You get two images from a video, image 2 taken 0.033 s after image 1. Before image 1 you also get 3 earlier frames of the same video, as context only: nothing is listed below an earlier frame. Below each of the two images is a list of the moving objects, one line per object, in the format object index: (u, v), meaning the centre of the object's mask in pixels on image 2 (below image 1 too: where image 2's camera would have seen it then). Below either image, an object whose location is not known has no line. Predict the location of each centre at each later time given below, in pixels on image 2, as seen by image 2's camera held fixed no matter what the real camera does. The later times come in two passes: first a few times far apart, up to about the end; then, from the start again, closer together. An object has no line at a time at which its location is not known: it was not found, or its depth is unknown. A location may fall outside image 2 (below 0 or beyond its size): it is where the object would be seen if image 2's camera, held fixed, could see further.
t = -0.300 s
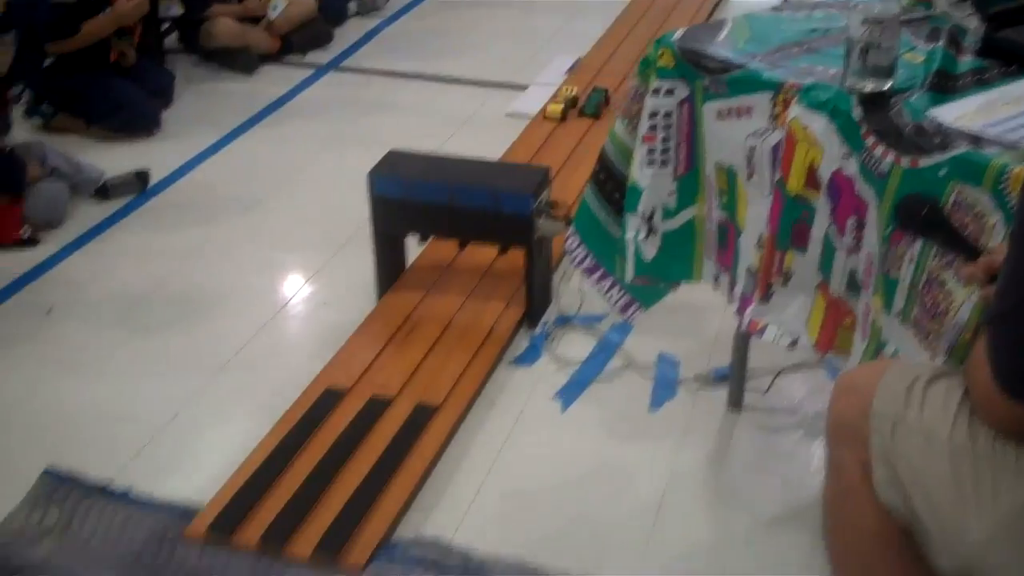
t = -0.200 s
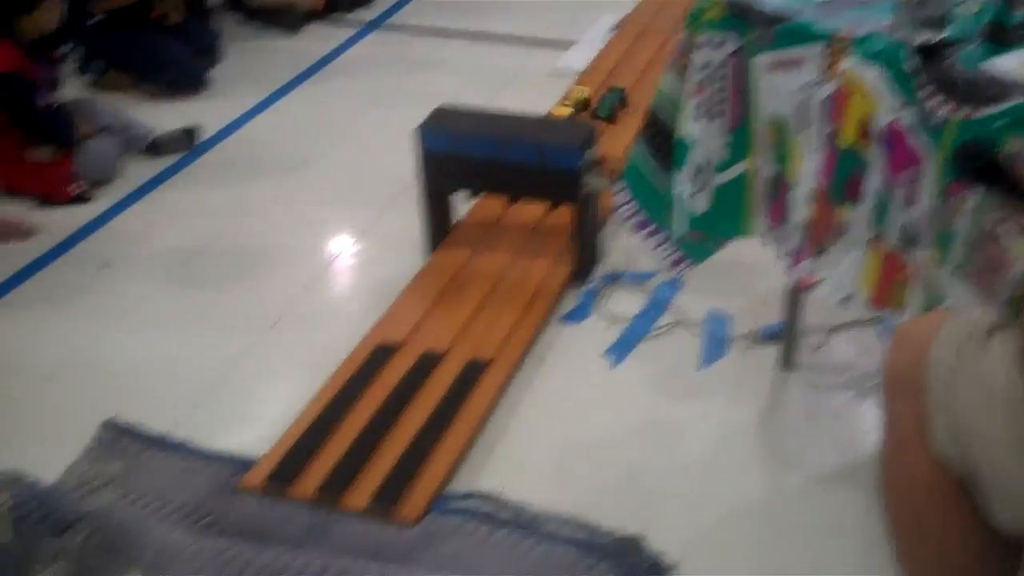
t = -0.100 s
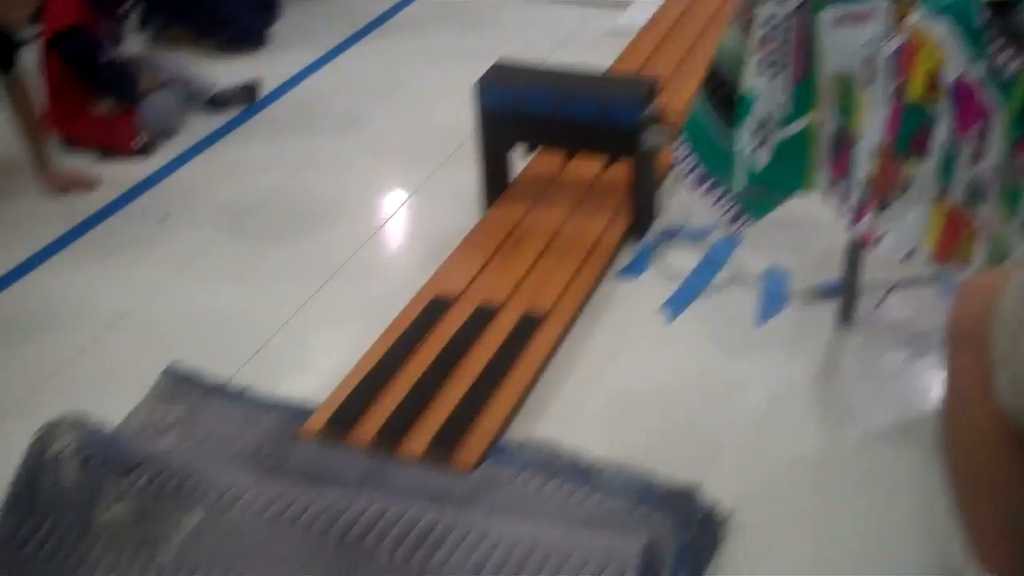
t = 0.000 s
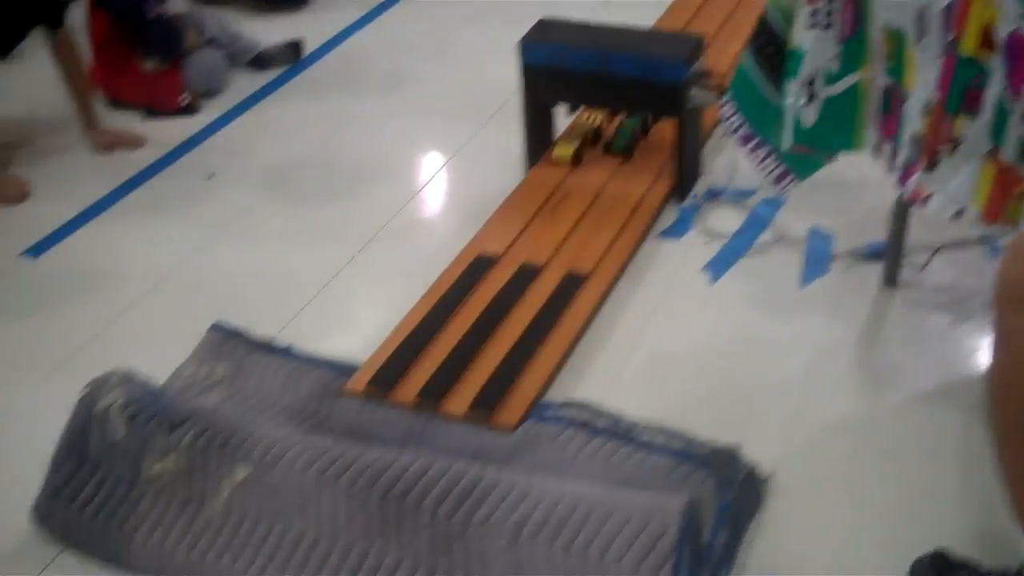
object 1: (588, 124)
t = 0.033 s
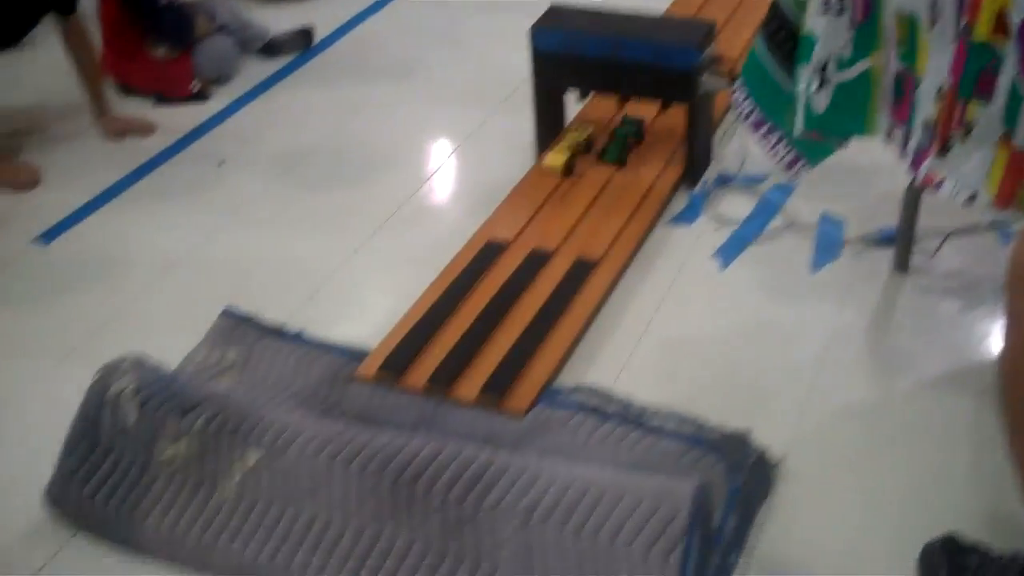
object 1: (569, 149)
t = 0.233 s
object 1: (419, 326)
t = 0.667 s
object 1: (360, 410)
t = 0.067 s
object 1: (549, 172)
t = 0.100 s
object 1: (524, 199)
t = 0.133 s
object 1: (501, 228)
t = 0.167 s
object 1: (475, 259)
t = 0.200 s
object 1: (450, 288)
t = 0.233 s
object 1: (419, 326)
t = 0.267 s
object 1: (391, 359)
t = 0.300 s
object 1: (370, 383)
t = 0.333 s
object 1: (355, 400)
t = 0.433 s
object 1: (342, 416)
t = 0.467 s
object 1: (349, 416)
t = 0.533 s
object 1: (356, 413)
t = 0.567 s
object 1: (356, 411)
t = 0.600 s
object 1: (358, 411)
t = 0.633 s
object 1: (359, 410)
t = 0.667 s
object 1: (360, 410)
